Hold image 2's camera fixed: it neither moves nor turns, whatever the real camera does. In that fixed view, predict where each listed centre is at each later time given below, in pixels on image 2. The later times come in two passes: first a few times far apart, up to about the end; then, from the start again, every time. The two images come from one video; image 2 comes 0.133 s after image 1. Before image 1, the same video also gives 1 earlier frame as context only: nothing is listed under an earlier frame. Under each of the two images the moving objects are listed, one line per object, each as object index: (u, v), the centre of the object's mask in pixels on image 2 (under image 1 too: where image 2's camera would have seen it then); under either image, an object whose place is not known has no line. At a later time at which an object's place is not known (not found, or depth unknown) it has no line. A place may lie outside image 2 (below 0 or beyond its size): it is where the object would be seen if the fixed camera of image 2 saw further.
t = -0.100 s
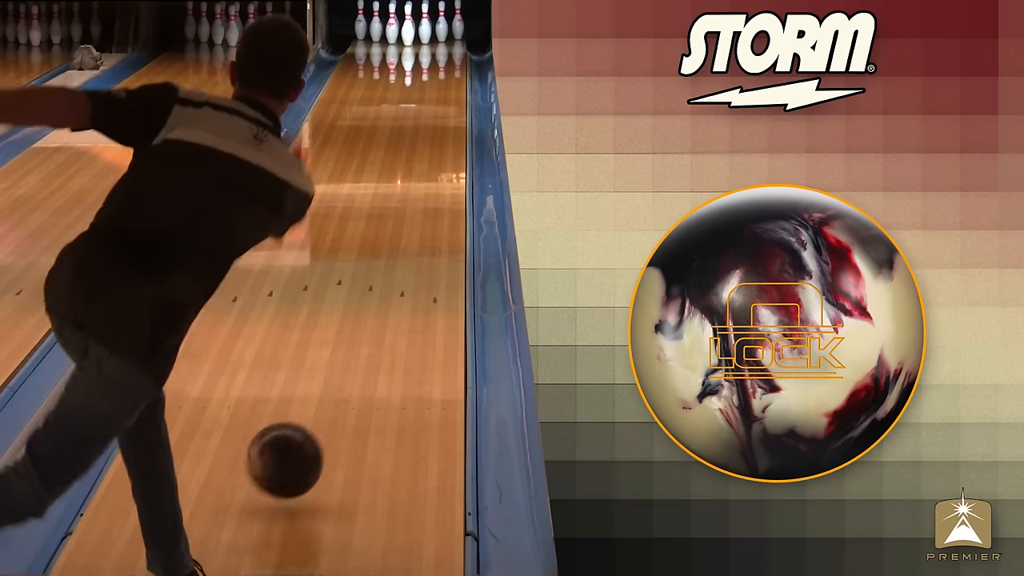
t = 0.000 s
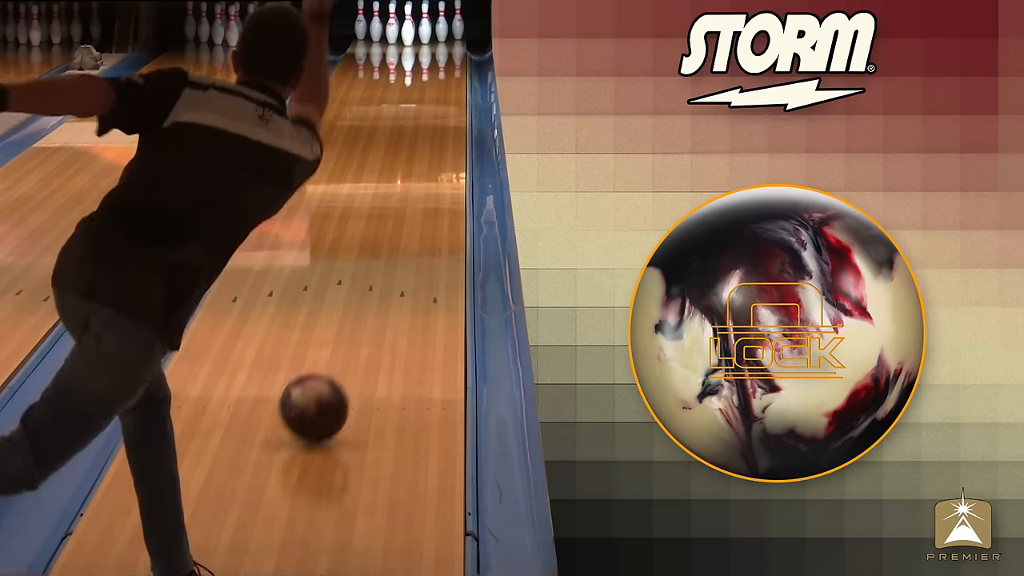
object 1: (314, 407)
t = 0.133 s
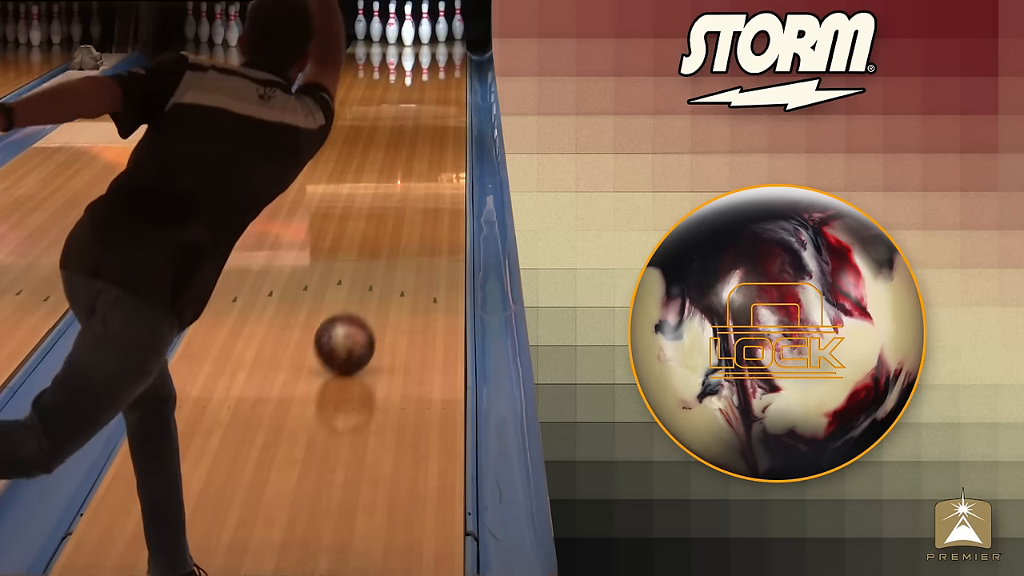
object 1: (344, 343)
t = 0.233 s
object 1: (362, 304)
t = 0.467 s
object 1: (395, 231)
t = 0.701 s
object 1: (417, 179)
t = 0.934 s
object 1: (432, 138)
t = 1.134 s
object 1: (440, 111)
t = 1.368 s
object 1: (445, 85)
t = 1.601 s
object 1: (443, 64)
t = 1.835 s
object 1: (432, 48)
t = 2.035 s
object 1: (418, 37)
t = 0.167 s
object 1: (351, 331)
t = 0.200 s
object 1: (357, 316)
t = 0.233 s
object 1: (362, 304)
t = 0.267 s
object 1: (368, 292)
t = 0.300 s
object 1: (373, 281)
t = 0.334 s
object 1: (378, 270)
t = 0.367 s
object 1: (383, 260)
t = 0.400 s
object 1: (387, 250)
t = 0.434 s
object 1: (391, 240)
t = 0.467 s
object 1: (395, 231)
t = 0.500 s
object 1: (399, 223)
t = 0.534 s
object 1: (402, 215)
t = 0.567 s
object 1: (405, 207)
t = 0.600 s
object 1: (408, 199)
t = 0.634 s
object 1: (412, 193)
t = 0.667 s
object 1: (414, 185)
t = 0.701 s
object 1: (417, 179)
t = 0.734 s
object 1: (420, 172)
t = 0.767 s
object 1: (422, 166)
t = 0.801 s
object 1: (425, 161)
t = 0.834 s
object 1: (426, 154)
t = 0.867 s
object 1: (428, 149)
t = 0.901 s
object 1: (430, 143)
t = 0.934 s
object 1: (432, 138)
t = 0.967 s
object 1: (434, 133)
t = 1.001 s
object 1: (435, 128)
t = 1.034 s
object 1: (436, 123)
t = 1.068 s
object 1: (438, 119)
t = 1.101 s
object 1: (439, 114)
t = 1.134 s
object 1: (440, 111)
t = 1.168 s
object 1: (441, 106)
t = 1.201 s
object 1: (442, 103)
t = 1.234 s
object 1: (443, 99)
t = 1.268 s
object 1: (444, 95)
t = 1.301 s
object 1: (444, 91)
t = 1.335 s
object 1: (445, 88)
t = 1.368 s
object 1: (445, 85)
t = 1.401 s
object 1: (445, 82)
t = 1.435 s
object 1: (446, 78)
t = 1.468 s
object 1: (445, 75)
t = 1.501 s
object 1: (445, 73)
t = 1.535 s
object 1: (444, 70)
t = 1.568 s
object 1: (444, 67)
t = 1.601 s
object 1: (443, 64)
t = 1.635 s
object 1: (441, 62)
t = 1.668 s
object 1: (441, 59)
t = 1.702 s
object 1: (440, 57)
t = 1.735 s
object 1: (439, 55)
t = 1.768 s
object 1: (436, 52)
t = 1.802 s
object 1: (434, 50)
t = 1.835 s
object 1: (432, 48)
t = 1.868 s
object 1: (430, 46)
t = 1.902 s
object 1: (427, 45)
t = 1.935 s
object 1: (426, 42)
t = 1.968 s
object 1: (423, 40)
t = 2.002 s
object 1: (420, 38)
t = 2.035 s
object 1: (418, 37)
